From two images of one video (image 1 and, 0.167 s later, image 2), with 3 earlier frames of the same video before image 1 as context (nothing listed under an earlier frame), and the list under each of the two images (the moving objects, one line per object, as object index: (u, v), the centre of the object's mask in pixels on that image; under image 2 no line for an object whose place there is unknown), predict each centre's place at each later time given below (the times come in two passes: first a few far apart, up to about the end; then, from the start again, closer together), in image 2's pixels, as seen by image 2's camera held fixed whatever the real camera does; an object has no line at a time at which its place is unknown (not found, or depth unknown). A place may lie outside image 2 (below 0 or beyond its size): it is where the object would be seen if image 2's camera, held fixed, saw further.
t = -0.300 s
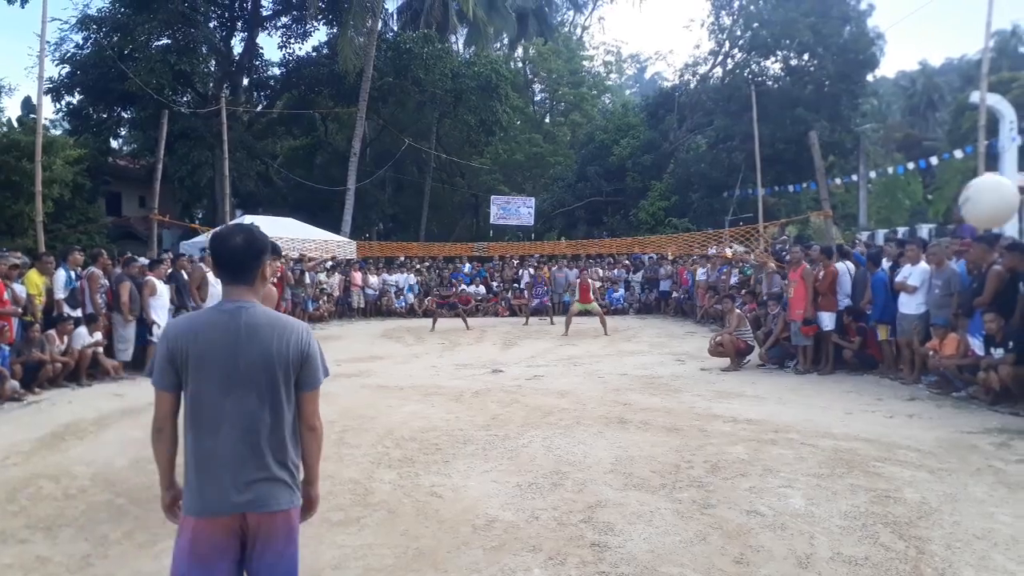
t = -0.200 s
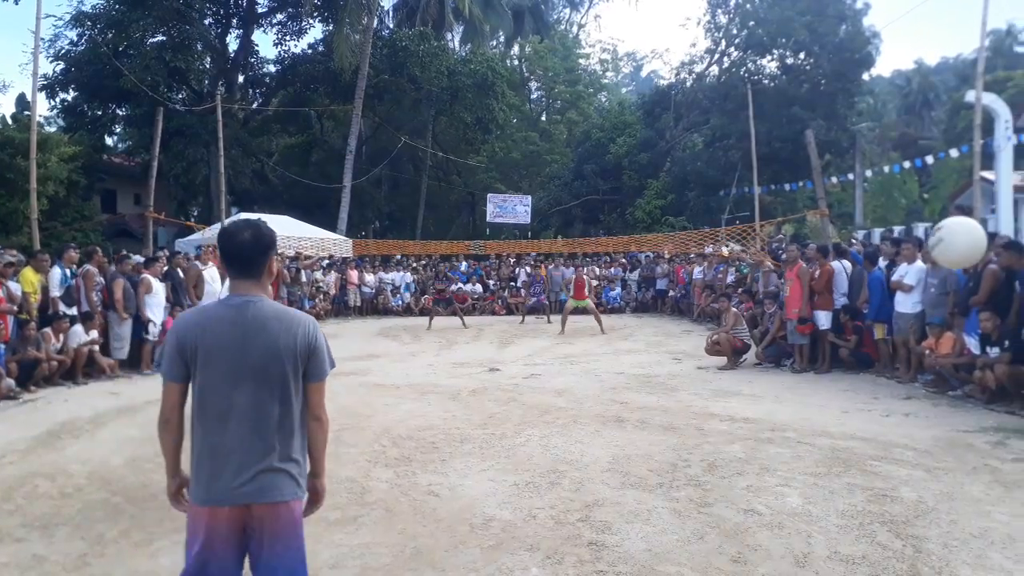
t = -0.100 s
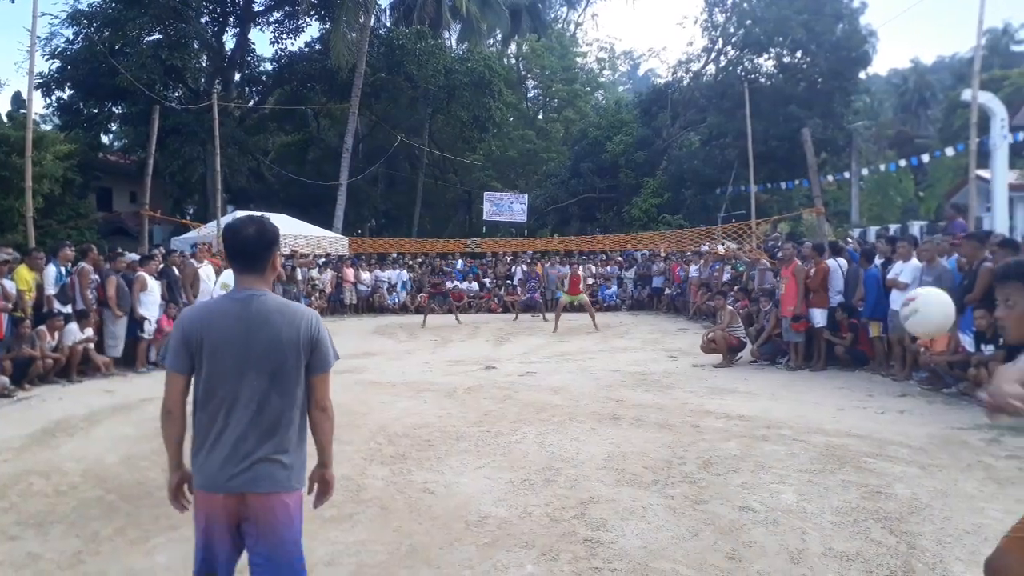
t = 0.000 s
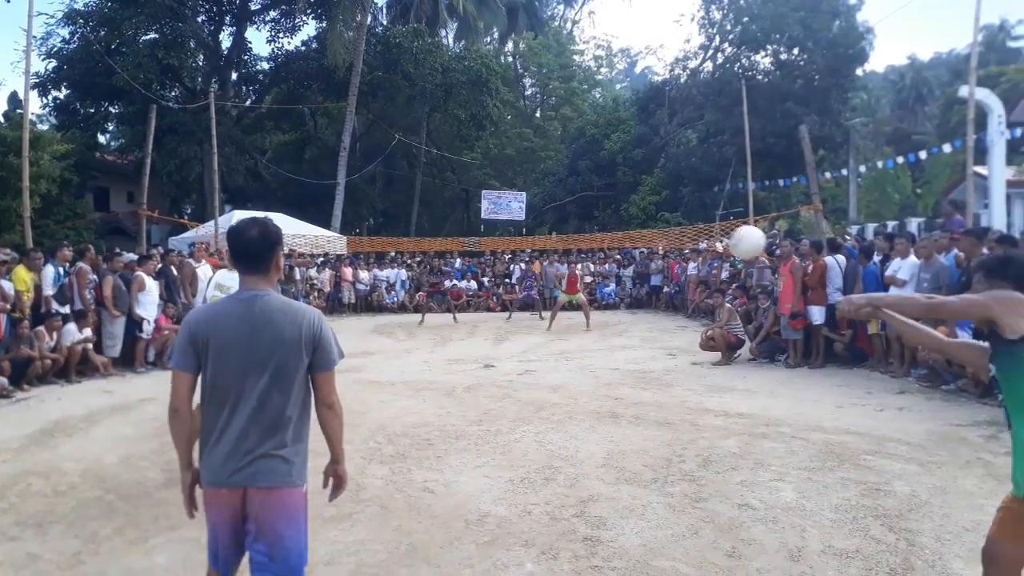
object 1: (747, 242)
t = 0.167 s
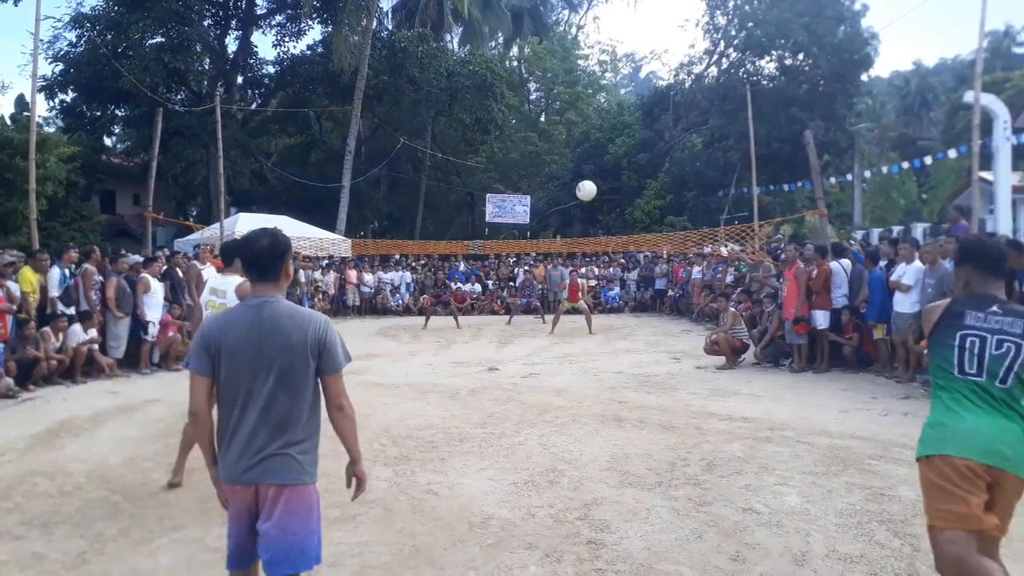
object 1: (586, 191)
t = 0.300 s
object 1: (529, 187)
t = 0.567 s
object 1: (468, 216)
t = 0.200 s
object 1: (568, 188)
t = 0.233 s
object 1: (553, 187)
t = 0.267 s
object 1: (540, 186)
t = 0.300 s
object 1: (529, 187)
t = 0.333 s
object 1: (518, 189)
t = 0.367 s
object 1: (508, 190)
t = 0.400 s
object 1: (500, 194)
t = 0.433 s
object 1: (492, 197)
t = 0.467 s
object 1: (485, 202)
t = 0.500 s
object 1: (478, 206)
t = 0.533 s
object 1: (473, 211)
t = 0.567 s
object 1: (468, 216)
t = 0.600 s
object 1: (463, 222)
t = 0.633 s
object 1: (458, 228)
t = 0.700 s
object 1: (451, 240)
